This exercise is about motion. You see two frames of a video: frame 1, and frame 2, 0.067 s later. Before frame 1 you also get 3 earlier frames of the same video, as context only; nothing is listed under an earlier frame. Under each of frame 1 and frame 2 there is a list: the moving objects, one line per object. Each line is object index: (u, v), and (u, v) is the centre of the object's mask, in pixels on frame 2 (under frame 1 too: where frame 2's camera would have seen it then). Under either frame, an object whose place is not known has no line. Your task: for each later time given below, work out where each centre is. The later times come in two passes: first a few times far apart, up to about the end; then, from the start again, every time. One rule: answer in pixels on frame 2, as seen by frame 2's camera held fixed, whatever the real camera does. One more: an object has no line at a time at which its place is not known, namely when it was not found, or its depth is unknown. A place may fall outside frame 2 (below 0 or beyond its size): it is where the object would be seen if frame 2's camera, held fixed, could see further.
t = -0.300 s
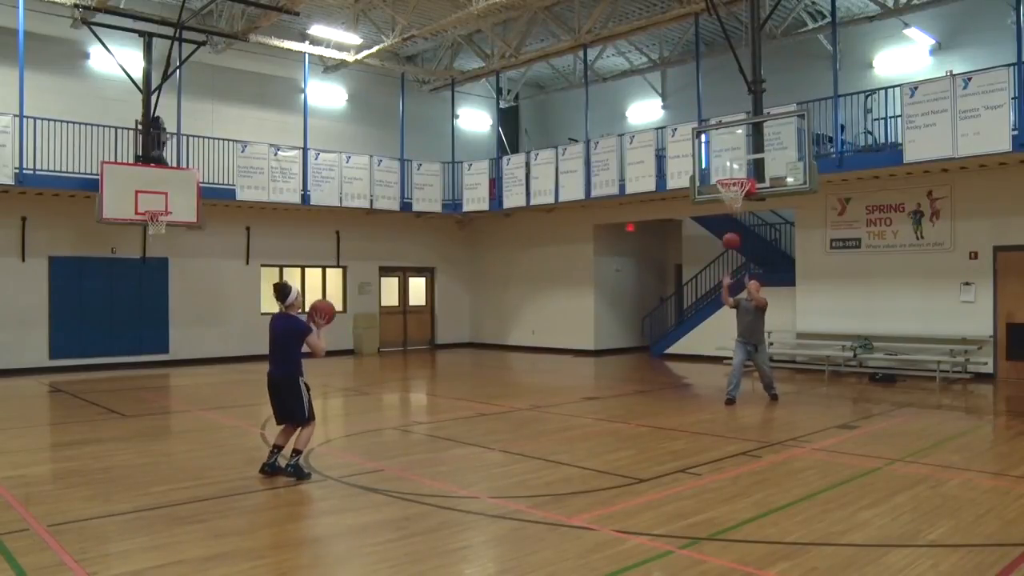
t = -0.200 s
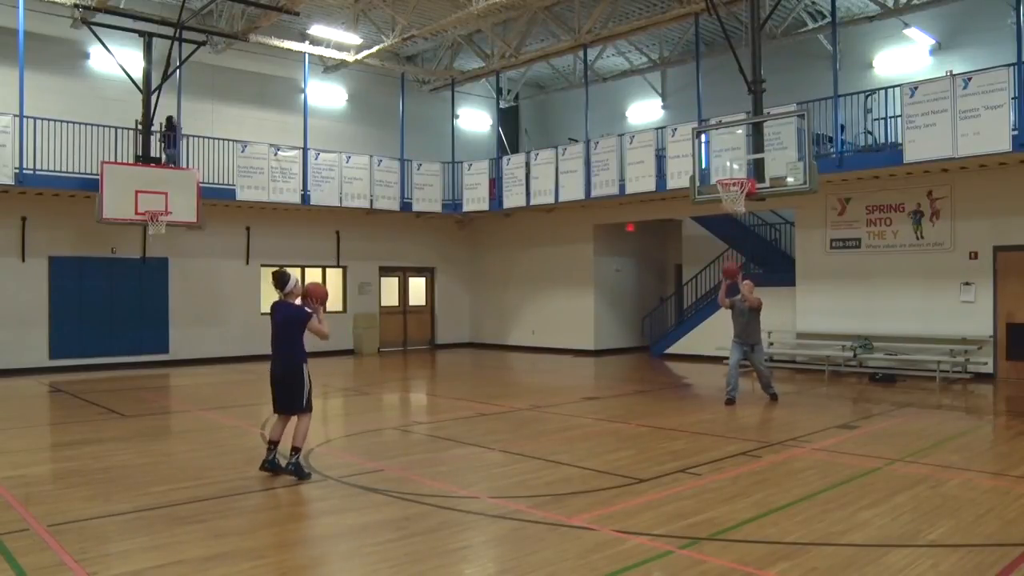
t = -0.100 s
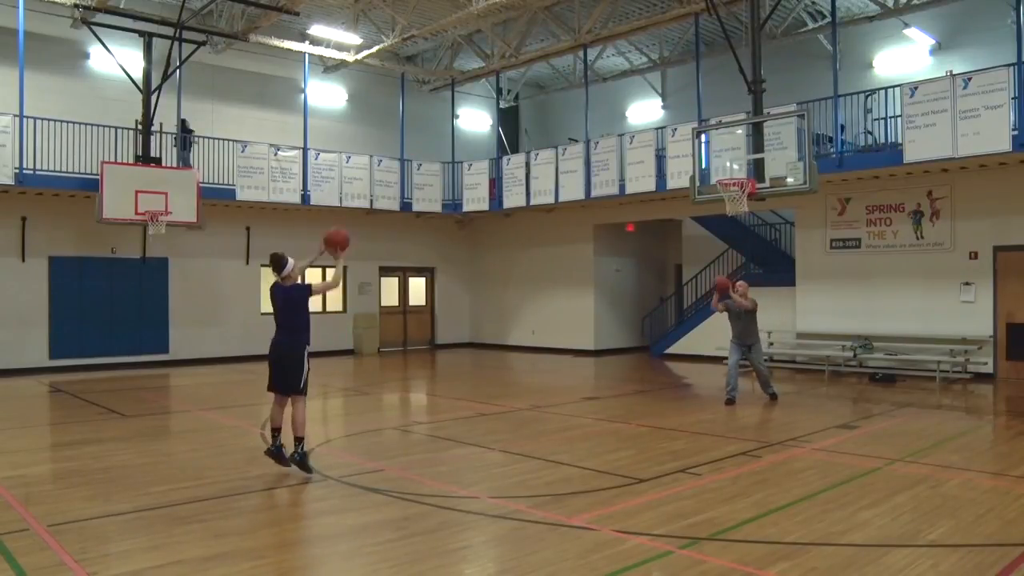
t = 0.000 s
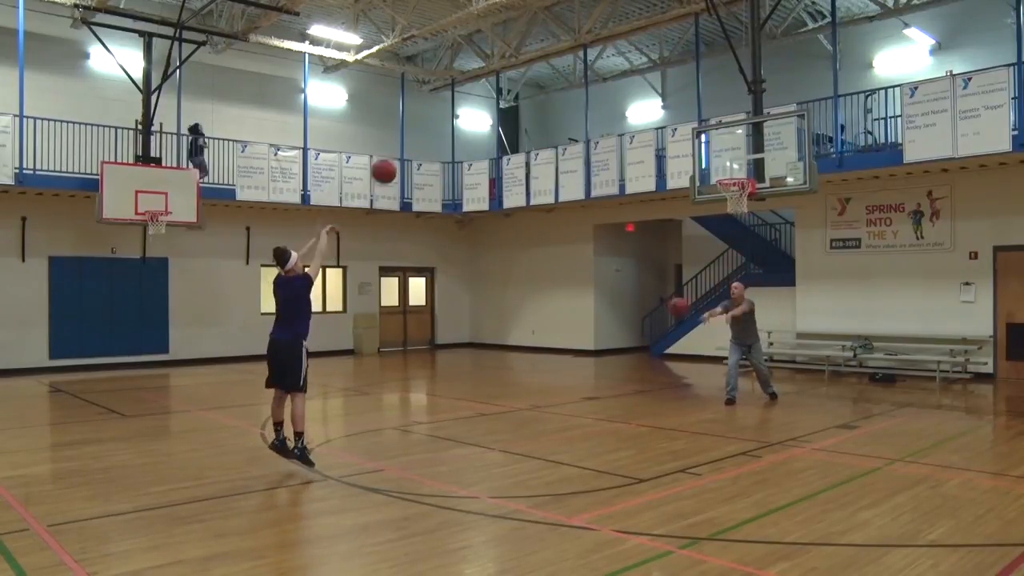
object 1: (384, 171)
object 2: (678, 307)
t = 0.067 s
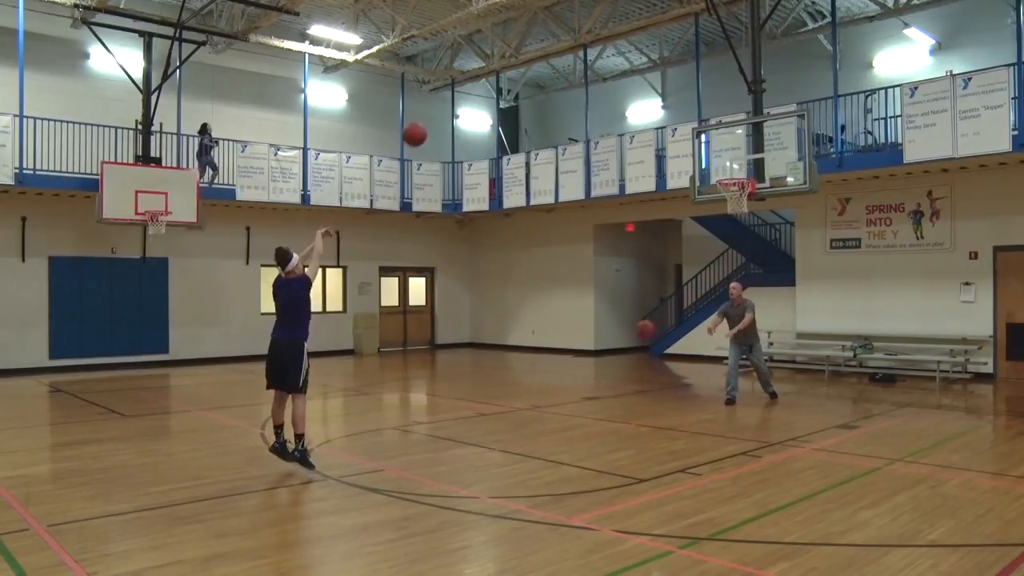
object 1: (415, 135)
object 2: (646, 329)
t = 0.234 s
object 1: (483, 70)
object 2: (549, 416)
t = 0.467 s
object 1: (565, 35)
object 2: (459, 367)
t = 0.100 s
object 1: (429, 118)
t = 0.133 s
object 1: (443, 104)
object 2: (609, 359)
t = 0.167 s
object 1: (458, 91)
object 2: (590, 377)
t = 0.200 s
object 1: (470, 80)
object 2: (569, 395)
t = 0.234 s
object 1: (483, 70)
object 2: (549, 416)
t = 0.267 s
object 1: (496, 62)
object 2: (531, 429)
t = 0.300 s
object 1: (508, 54)
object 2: (519, 416)
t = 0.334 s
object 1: (521, 48)
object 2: (508, 405)
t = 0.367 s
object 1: (532, 43)
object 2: (496, 394)
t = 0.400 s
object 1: (543, 39)
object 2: (485, 384)
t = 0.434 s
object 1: (554, 36)
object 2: (472, 375)
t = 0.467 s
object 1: (565, 35)
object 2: (459, 367)
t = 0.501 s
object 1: (575, 34)
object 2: (446, 359)
